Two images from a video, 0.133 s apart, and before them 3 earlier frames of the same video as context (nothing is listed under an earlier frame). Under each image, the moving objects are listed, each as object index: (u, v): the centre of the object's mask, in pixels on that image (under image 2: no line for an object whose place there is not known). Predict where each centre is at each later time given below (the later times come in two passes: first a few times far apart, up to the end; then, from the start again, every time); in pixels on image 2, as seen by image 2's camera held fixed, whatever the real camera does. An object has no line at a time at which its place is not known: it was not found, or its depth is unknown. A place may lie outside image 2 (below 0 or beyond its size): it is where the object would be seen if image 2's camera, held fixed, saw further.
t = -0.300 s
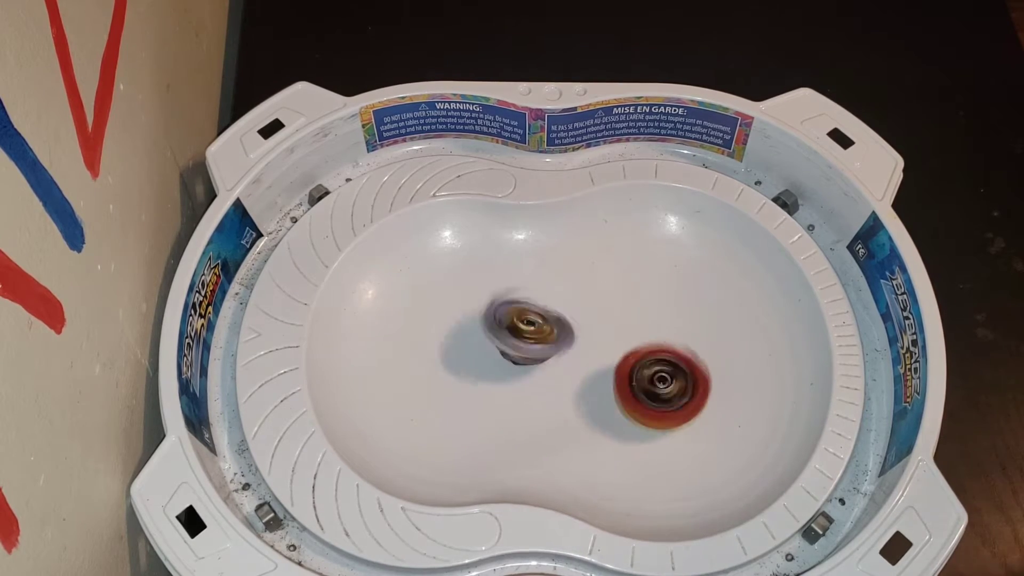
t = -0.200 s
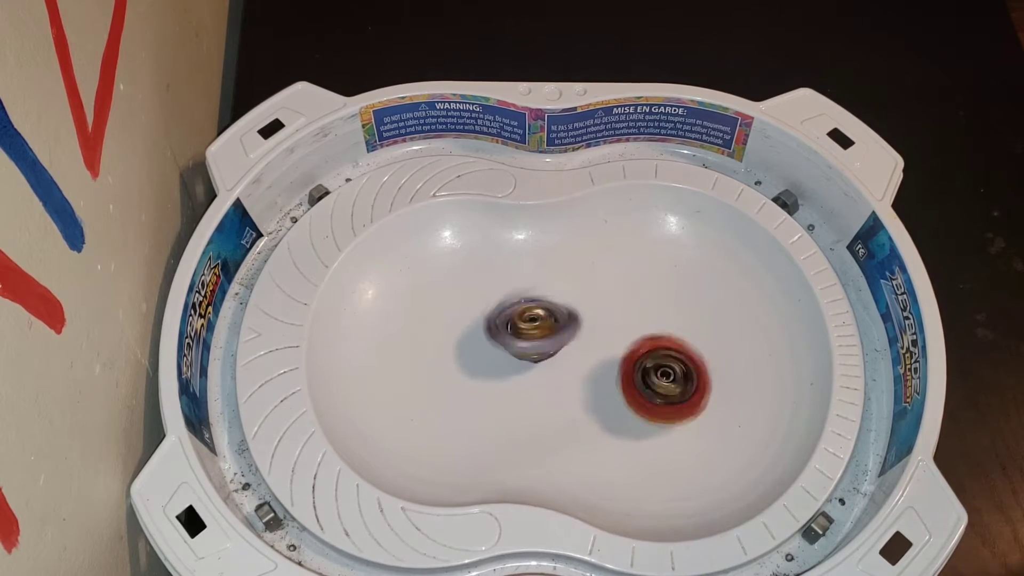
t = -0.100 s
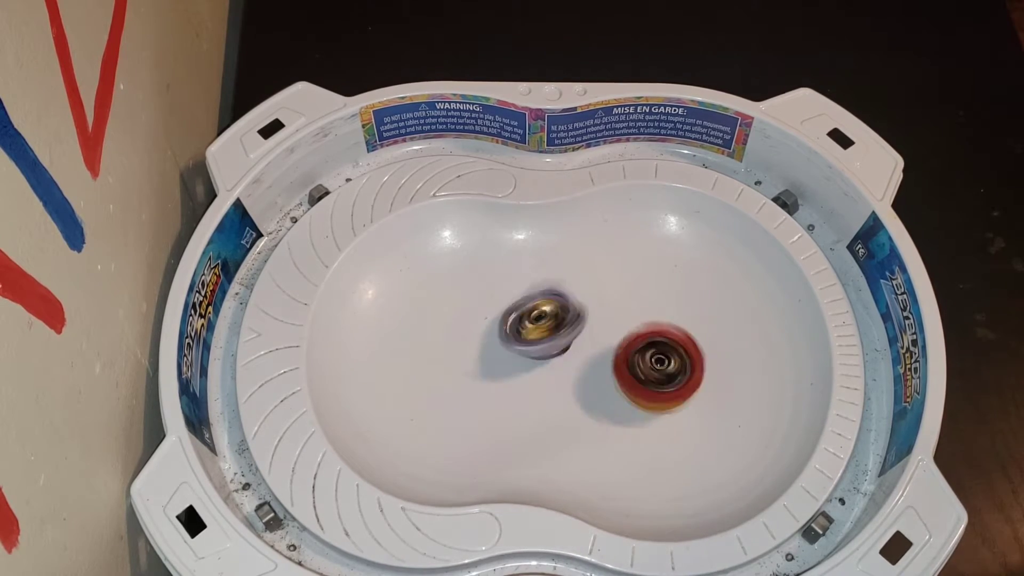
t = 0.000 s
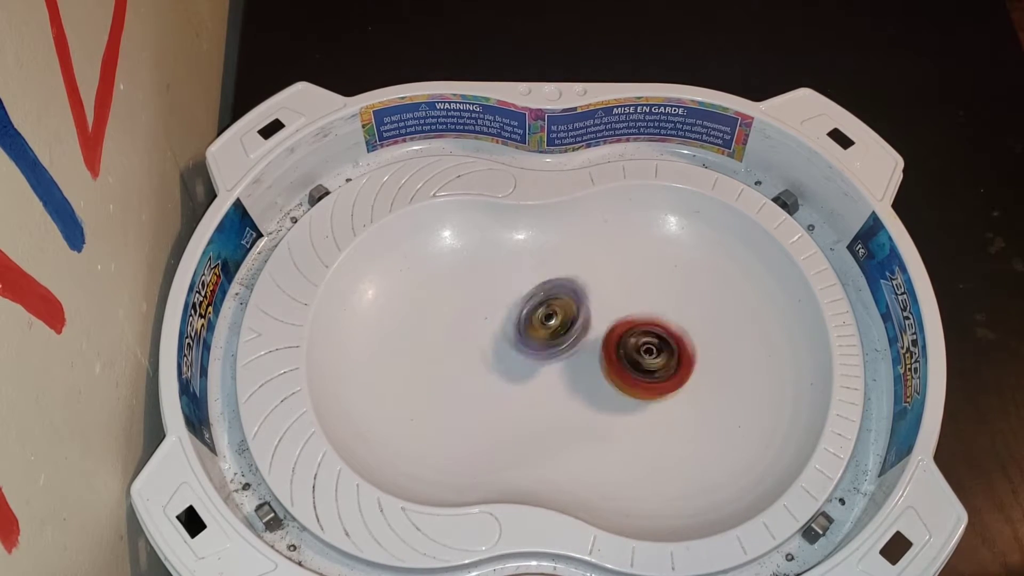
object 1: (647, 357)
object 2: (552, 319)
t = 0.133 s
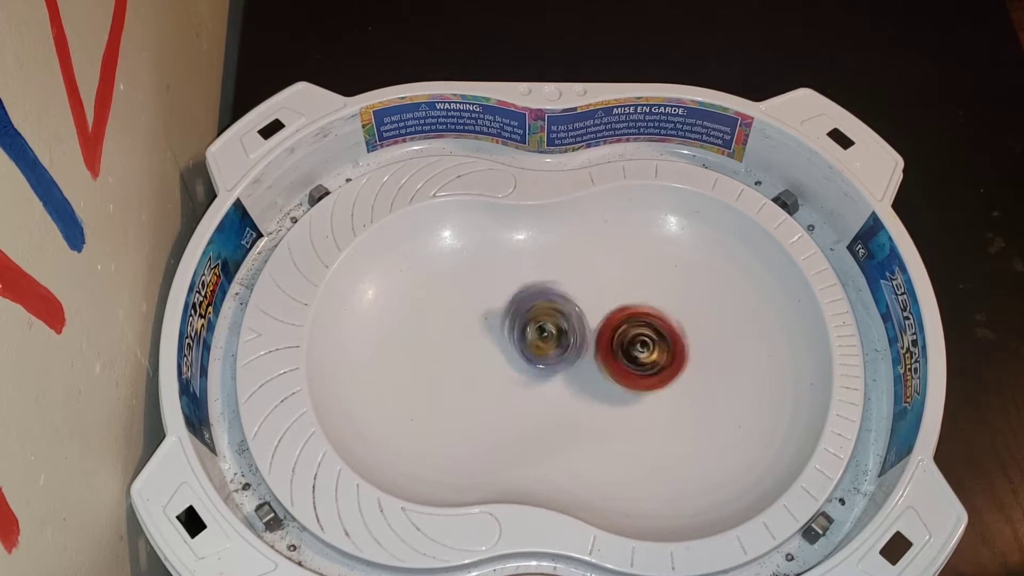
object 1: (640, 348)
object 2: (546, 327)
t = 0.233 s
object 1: (658, 351)
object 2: (521, 327)
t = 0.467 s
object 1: (680, 368)
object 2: (500, 346)
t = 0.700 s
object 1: (676, 381)
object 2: (524, 347)
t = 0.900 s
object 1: (651, 374)
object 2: (542, 356)
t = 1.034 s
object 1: (647, 367)
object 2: (549, 351)
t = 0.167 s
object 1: (649, 349)
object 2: (538, 325)
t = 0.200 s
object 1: (654, 350)
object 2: (529, 321)
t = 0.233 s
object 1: (658, 351)
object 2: (521, 327)
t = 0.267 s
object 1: (661, 352)
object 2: (516, 324)
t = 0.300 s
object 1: (664, 354)
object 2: (510, 327)
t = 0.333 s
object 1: (667, 355)
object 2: (508, 333)
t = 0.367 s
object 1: (670, 357)
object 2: (503, 334)
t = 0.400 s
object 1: (674, 360)
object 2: (501, 339)
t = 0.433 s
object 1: (678, 364)
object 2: (502, 343)
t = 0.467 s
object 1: (680, 368)
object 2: (500, 346)
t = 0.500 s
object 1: (682, 372)
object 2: (497, 350)
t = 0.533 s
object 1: (684, 374)
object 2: (500, 352)
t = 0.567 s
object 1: (684, 378)
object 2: (501, 352)
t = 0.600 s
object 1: (683, 380)
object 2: (504, 350)
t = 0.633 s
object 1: (683, 381)
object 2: (510, 349)
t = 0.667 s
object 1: (681, 381)
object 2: (517, 348)
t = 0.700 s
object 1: (676, 381)
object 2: (524, 347)
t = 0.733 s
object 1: (673, 382)
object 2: (527, 349)
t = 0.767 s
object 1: (668, 380)
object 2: (530, 352)
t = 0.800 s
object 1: (663, 379)
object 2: (533, 353)
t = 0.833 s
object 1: (658, 378)
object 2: (536, 356)
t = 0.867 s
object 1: (655, 375)
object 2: (539, 357)
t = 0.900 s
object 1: (651, 374)
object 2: (542, 356)
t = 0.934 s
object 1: (647, 372)
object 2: (546, 357)
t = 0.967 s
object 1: (644, 368)
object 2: (549, 357)
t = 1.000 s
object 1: (645, 367)
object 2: (550, 354)
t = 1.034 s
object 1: (647, 367)
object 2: (549, 351)
